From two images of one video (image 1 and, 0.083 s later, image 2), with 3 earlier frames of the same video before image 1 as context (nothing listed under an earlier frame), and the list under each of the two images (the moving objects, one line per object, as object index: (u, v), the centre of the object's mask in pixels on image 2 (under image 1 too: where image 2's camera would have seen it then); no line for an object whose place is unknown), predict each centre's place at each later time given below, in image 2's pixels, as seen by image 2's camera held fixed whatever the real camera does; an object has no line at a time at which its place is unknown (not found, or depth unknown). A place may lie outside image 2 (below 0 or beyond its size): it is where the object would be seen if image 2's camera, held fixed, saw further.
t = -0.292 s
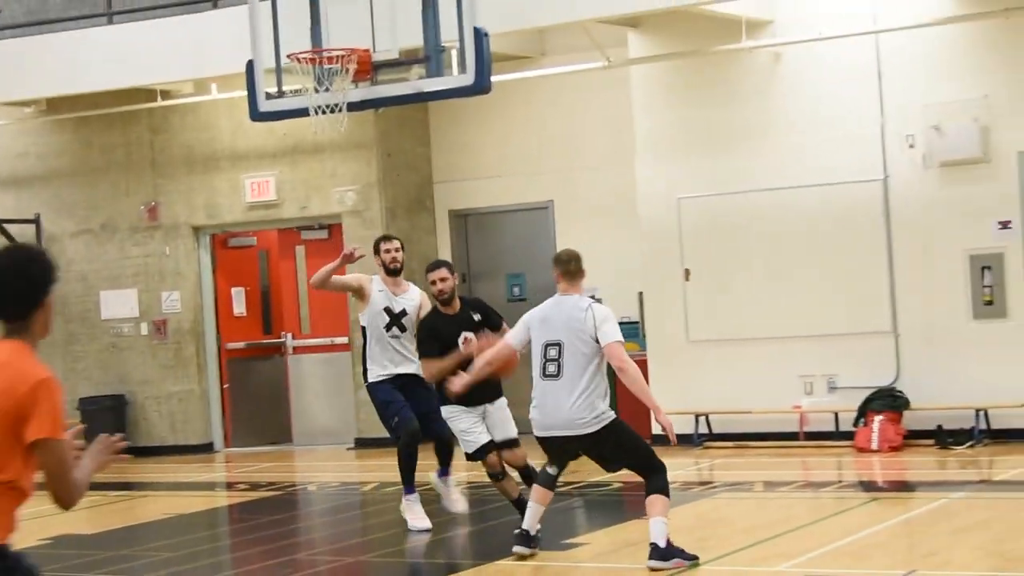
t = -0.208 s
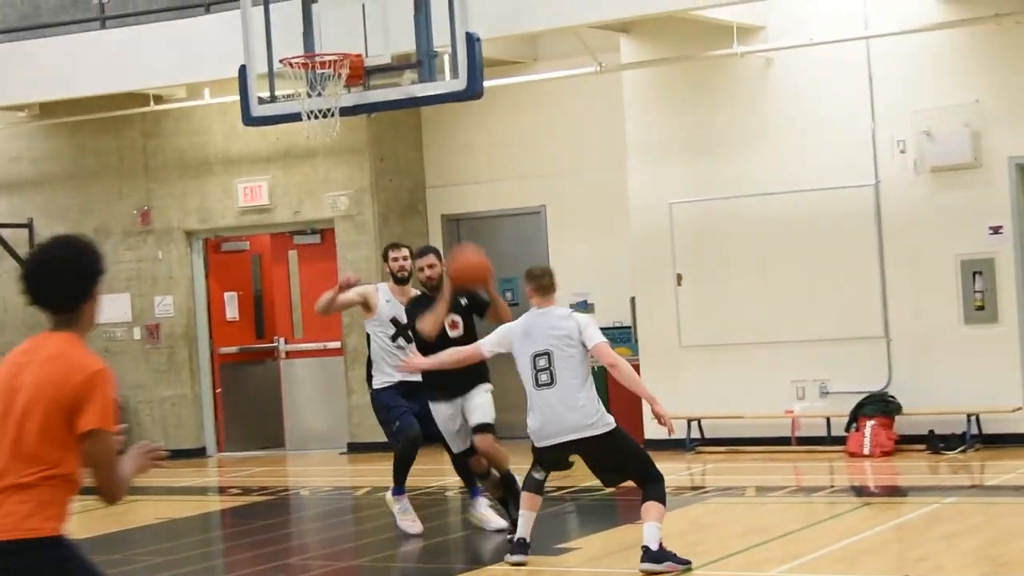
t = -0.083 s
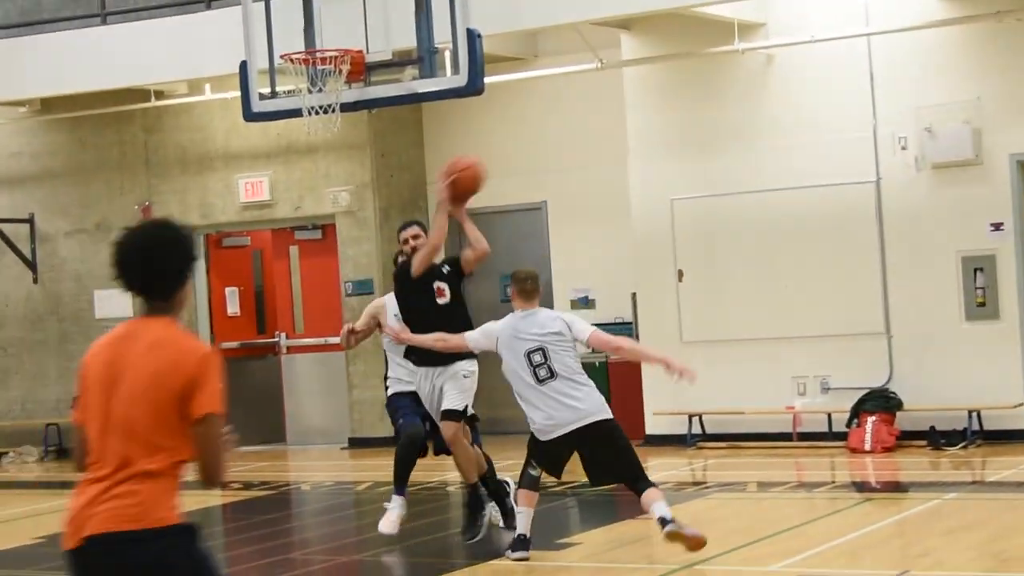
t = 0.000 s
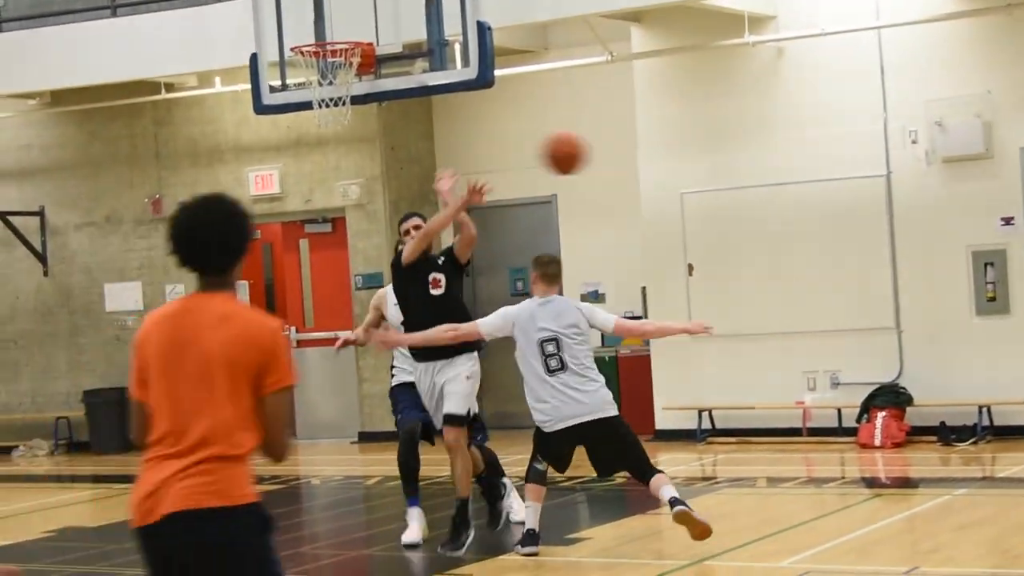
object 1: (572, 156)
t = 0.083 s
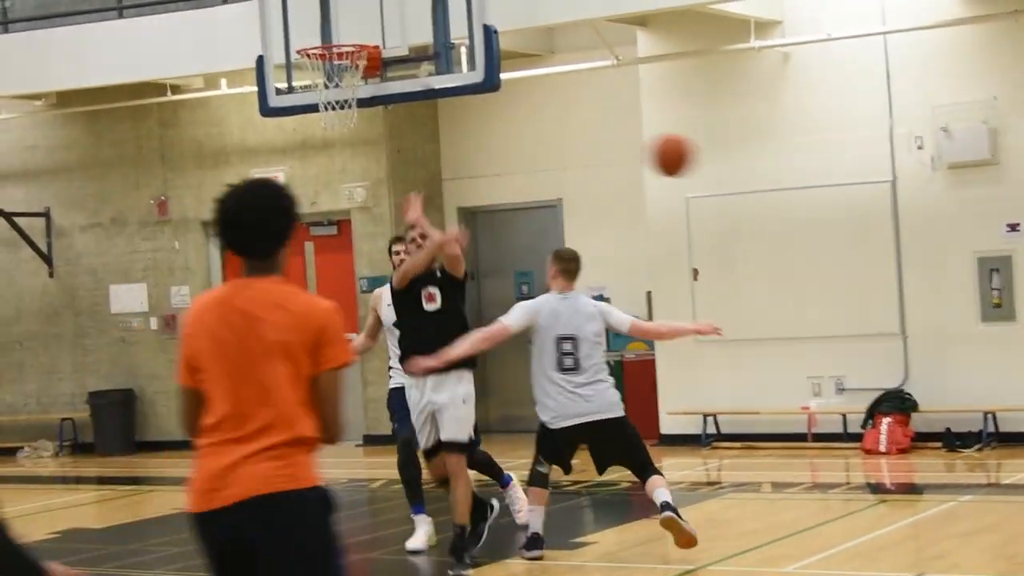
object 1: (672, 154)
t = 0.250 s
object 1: (892, 192)
